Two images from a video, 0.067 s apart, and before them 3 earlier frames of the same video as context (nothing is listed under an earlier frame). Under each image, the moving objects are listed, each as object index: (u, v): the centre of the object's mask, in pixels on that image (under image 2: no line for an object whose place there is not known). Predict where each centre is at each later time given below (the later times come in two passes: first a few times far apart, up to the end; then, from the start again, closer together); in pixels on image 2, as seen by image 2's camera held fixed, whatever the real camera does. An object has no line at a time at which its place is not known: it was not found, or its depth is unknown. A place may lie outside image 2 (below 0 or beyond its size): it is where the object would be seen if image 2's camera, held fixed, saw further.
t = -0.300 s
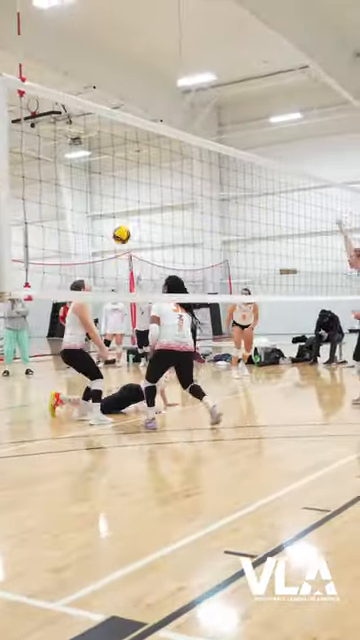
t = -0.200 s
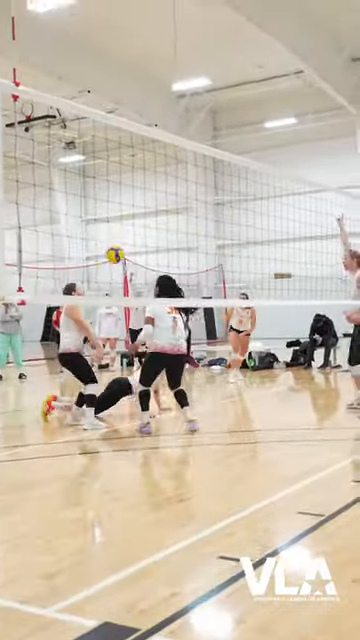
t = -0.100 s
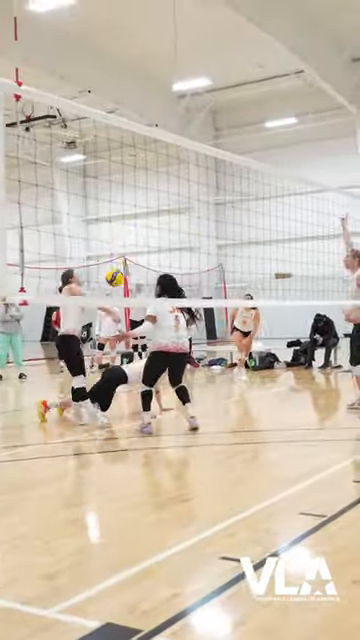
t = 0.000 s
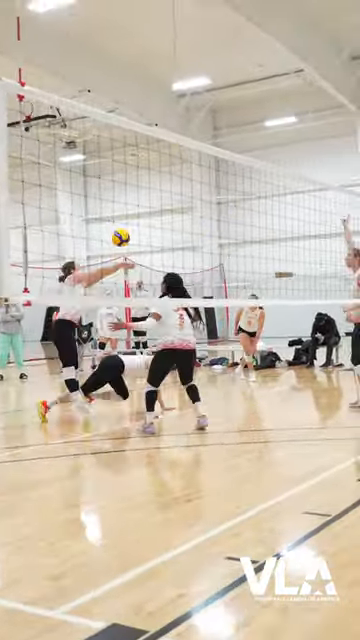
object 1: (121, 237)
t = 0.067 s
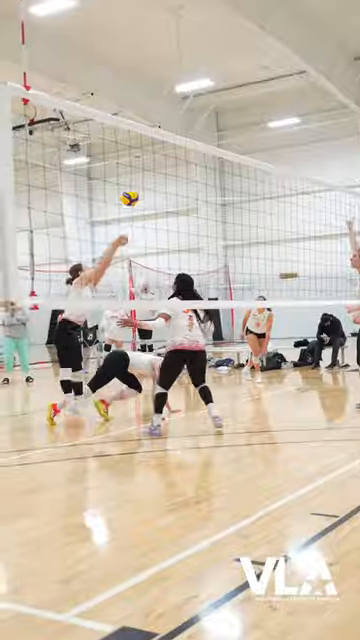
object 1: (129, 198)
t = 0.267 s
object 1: (142, 98)
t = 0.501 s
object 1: (155, 32)
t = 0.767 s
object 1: (171, 14)
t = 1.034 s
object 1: (188, 51)
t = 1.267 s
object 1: (202, 117)
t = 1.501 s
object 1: (218, 214)
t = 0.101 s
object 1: (133, 177)
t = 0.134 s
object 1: (134, 158)
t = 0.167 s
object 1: (136, 141)
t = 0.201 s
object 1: (135, 118)
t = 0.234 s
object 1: (139, 112)
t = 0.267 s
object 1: (142, 98)
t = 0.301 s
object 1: (143, 84)
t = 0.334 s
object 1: (145, 73)
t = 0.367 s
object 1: (147, 62)
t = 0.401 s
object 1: (149, 53)
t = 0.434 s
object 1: (151, 45)
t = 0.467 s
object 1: (153, 39)
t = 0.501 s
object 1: (155, 32)
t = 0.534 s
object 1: (157, 27)
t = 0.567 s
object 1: (159, 22)
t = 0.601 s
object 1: (160, 19)
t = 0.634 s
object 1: (162, 16)
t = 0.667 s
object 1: (165, 15)
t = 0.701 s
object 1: (167, 14)
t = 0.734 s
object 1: (169, 13)
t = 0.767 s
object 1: (171, 14)
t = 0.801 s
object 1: (173, 17)
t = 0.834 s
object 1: (176, 20)
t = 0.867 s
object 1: (178, 23)
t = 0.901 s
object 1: (180, 26)
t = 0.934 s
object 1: (182, 30)
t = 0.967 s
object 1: (183, 36)
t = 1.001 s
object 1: (186, 43)
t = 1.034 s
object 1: (188, 51)
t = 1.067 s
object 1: (190, 57)
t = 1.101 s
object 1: (192, 65)
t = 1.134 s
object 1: (194, 72)
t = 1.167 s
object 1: (196, 84)
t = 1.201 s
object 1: (199, 95)
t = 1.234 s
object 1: (200, 105)
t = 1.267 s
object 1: (202, 117)
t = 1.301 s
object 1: (204, 129)
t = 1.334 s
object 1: (210, 141)
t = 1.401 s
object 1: (212, 167)
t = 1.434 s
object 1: (214, 183)
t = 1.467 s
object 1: (216, 198)
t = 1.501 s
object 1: (218, 214)
